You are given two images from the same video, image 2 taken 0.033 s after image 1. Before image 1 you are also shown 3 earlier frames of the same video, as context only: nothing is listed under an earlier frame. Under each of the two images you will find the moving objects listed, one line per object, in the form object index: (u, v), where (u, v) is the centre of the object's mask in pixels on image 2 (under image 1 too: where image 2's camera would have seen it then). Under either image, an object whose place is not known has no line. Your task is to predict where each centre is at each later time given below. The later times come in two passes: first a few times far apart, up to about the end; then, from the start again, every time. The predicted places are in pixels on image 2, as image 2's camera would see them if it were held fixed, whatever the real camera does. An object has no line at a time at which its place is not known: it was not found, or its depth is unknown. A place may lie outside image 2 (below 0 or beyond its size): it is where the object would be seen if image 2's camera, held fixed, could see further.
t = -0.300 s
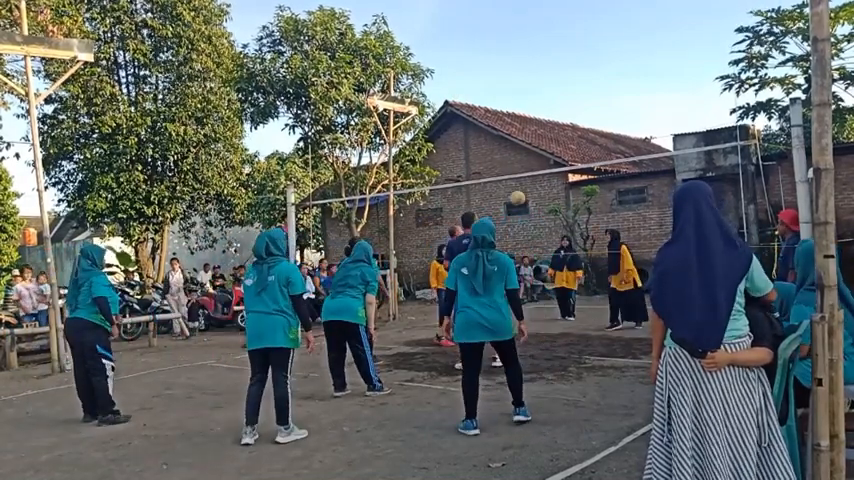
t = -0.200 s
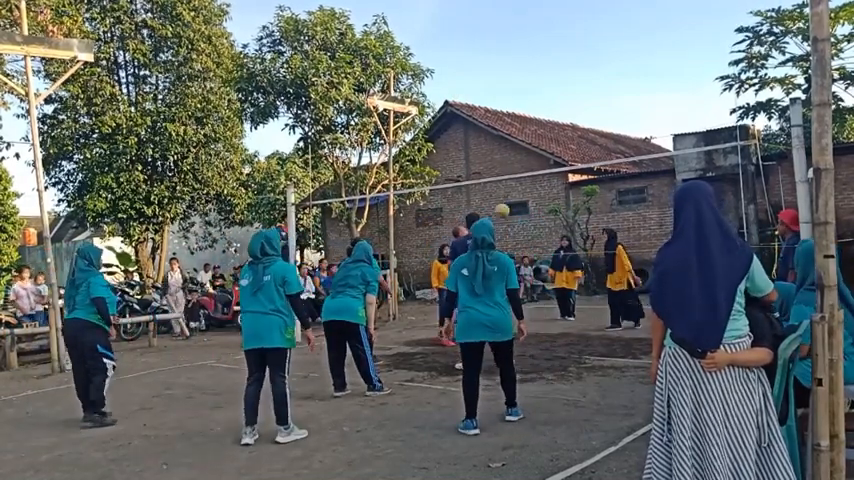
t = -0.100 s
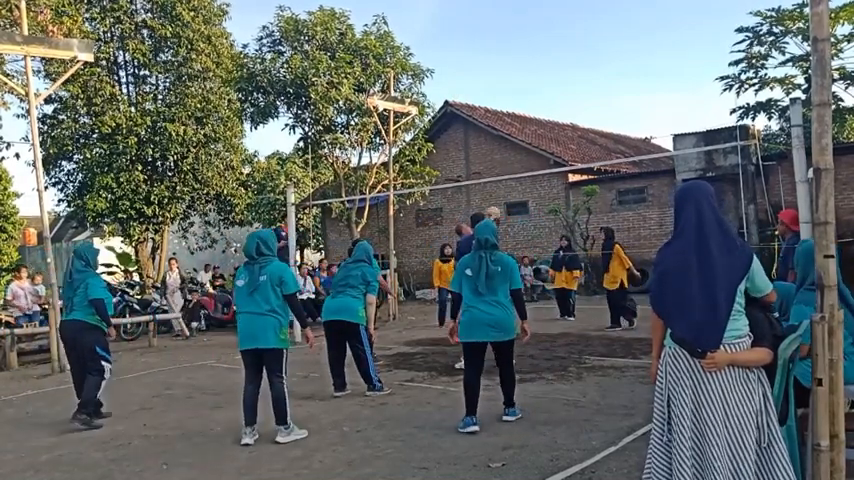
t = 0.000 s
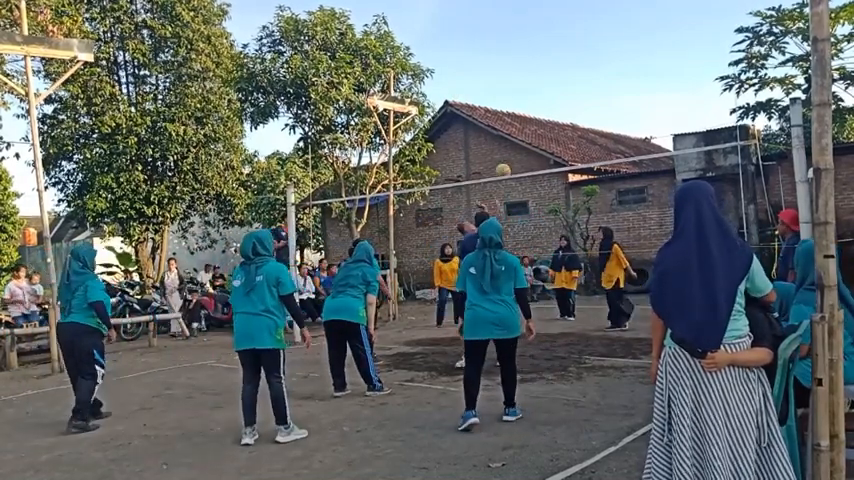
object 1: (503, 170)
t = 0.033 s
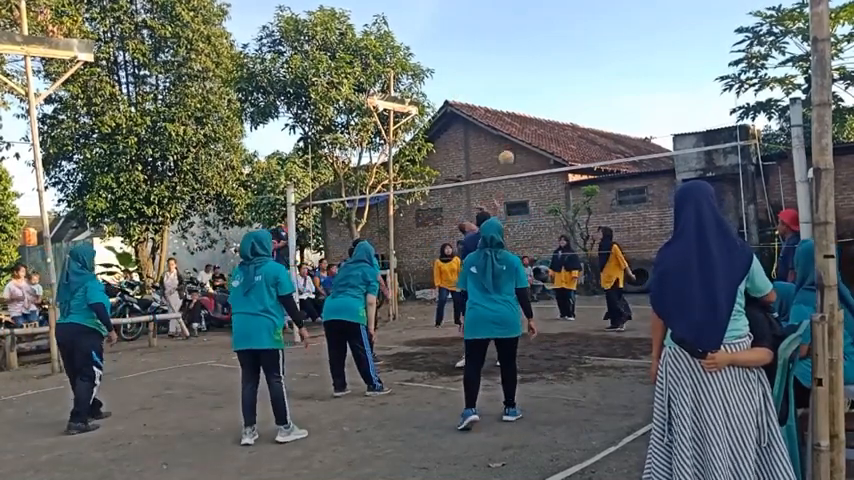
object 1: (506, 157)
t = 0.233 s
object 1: (526, 96)
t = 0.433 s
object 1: (548, 64)
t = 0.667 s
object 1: (574, 63)
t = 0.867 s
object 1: (597, 94)
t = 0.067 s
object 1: (510, 145)
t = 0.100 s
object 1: (513, 134)
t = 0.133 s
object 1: (517, 122)
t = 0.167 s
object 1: (519, 114)
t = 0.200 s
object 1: (523, 105)
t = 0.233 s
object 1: (526, 96)
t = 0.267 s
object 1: (530, 89)
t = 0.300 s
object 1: (533, 82)
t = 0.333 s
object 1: (536, 76)
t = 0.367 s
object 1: (540, 71)
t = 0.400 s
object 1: (544, 67)
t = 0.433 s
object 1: (548, 64)
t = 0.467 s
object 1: (551, 62)
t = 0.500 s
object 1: (555, 60)
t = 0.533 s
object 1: (559, 59)
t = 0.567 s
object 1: (562, 59)
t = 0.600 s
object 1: (566, 60)
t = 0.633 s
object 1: (570, 61)
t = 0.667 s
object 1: (574, 63)
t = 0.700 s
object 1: (578, 66)
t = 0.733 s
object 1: (581, 71)
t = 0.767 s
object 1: (585, 75)
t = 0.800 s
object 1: (589, 81)
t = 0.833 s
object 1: (593, 88)
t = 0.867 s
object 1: (597, 94)
